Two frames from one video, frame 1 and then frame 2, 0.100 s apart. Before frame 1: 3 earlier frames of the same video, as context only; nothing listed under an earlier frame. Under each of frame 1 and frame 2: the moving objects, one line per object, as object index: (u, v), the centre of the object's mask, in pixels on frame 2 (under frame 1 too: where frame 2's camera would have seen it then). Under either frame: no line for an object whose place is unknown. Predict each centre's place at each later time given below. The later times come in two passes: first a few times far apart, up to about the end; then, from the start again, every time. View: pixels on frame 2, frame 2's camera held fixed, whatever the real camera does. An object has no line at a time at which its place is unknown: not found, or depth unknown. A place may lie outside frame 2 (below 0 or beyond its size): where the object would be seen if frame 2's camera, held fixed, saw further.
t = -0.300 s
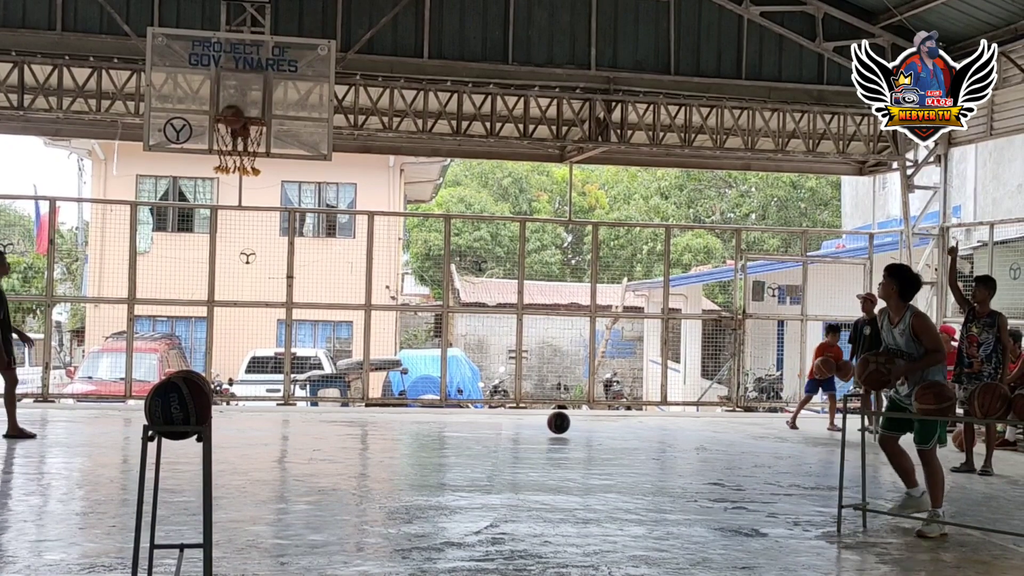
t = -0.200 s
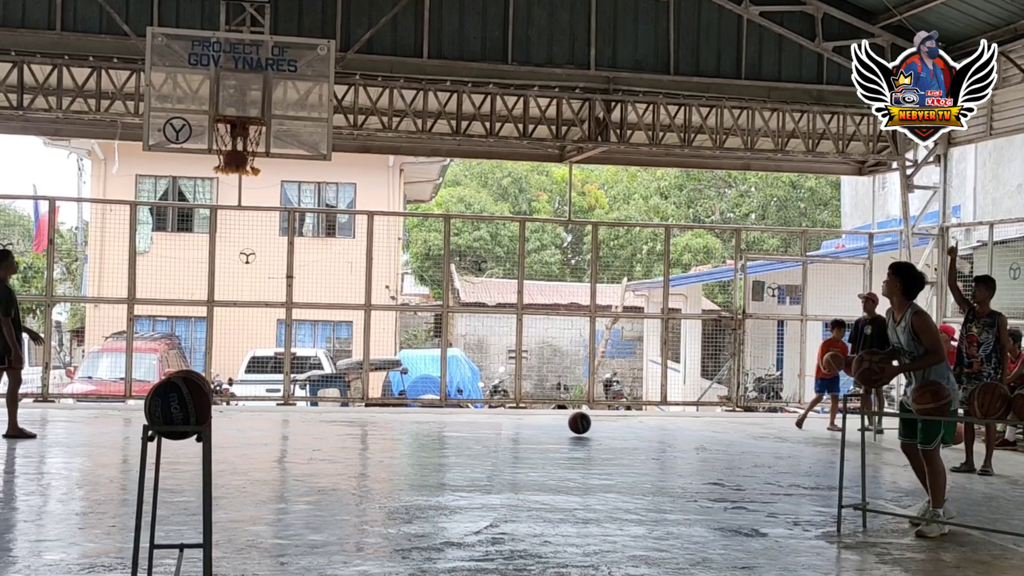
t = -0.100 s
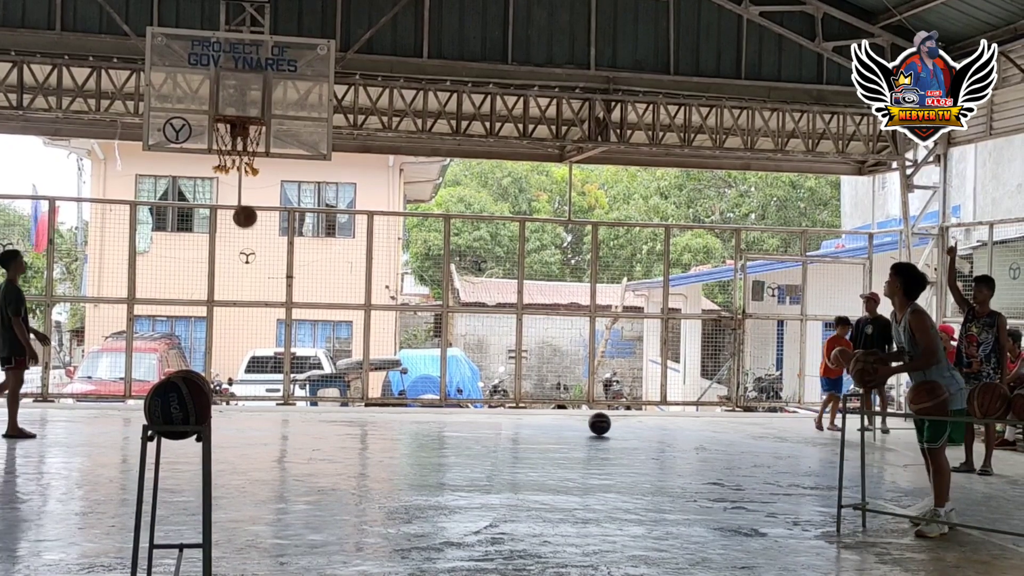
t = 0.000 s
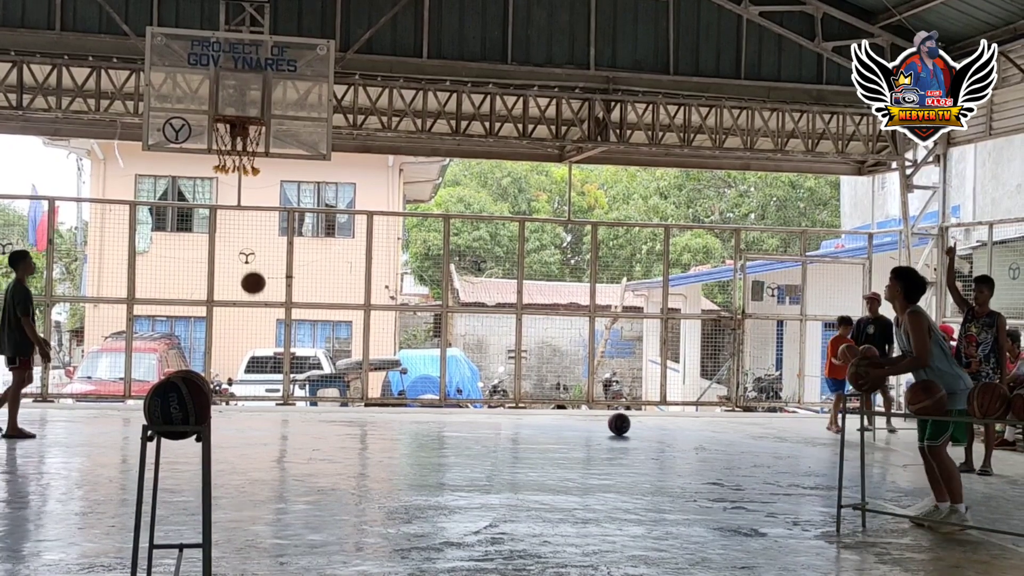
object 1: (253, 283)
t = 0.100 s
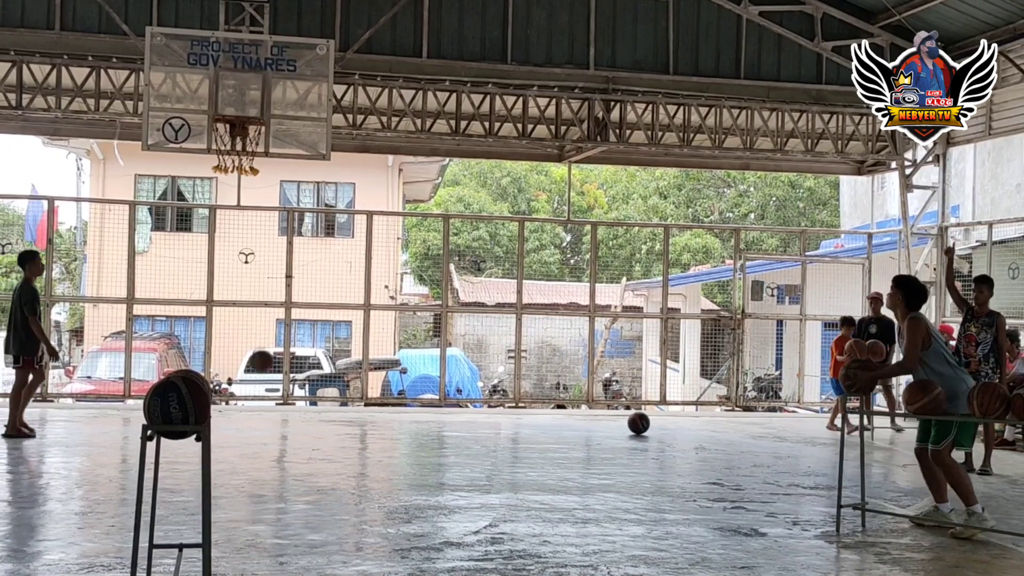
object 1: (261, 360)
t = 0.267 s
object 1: (285, 380)
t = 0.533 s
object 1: (338, 283)
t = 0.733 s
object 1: (379, 259)
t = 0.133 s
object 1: (263, 389)
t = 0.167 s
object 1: (266, 418)
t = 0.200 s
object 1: (271, 415)
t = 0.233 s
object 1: (278, 397)
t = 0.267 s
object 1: (285, 380)
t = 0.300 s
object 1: (292, 364)
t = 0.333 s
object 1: (298, 349)
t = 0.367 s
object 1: (305, 336)
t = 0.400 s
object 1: (312, 323)
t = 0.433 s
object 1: (318, 311)
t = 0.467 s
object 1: (325, 301)
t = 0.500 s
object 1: (332, 291)
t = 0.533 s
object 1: (338, 283)
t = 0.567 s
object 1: (345, 276)
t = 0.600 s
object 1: (352, 270)
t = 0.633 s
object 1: (359, 265)
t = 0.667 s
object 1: (366, 262)
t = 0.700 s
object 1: (373, 260)
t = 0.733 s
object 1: (379, 259)
